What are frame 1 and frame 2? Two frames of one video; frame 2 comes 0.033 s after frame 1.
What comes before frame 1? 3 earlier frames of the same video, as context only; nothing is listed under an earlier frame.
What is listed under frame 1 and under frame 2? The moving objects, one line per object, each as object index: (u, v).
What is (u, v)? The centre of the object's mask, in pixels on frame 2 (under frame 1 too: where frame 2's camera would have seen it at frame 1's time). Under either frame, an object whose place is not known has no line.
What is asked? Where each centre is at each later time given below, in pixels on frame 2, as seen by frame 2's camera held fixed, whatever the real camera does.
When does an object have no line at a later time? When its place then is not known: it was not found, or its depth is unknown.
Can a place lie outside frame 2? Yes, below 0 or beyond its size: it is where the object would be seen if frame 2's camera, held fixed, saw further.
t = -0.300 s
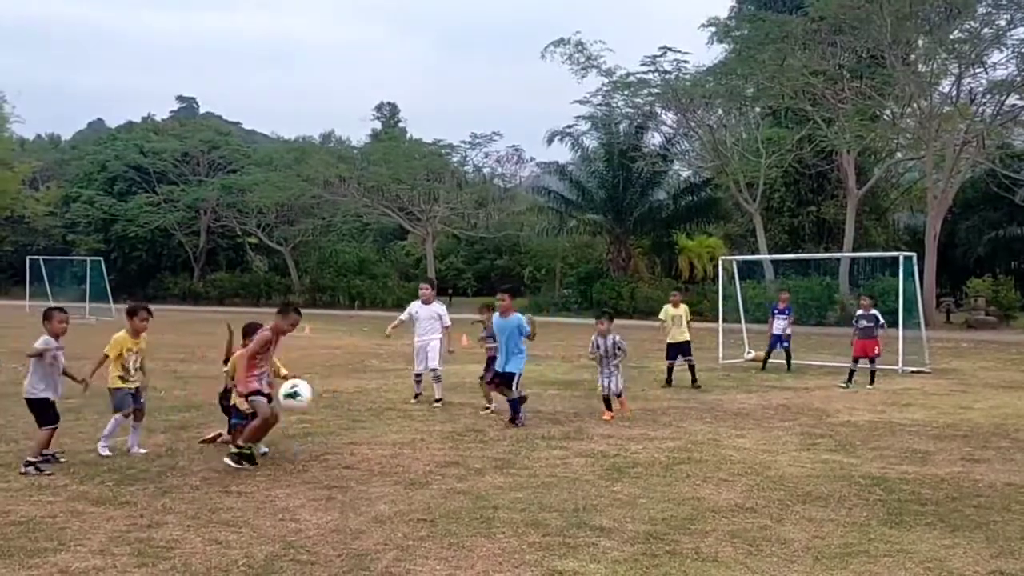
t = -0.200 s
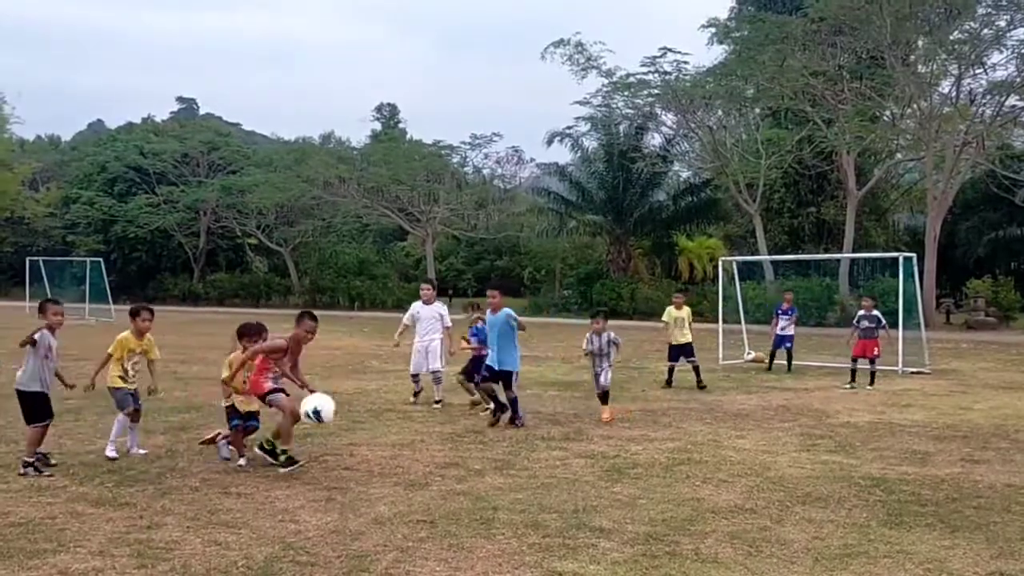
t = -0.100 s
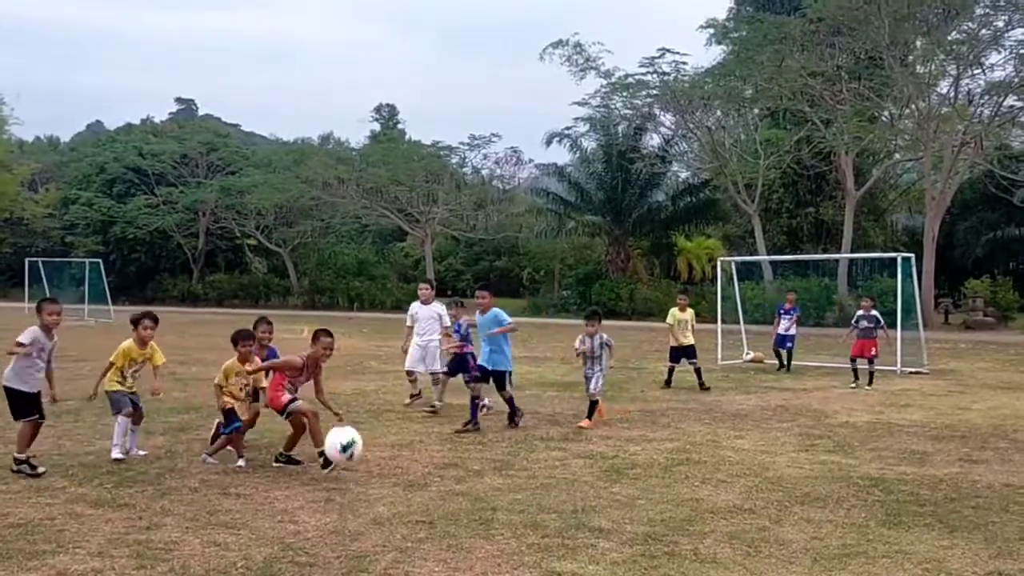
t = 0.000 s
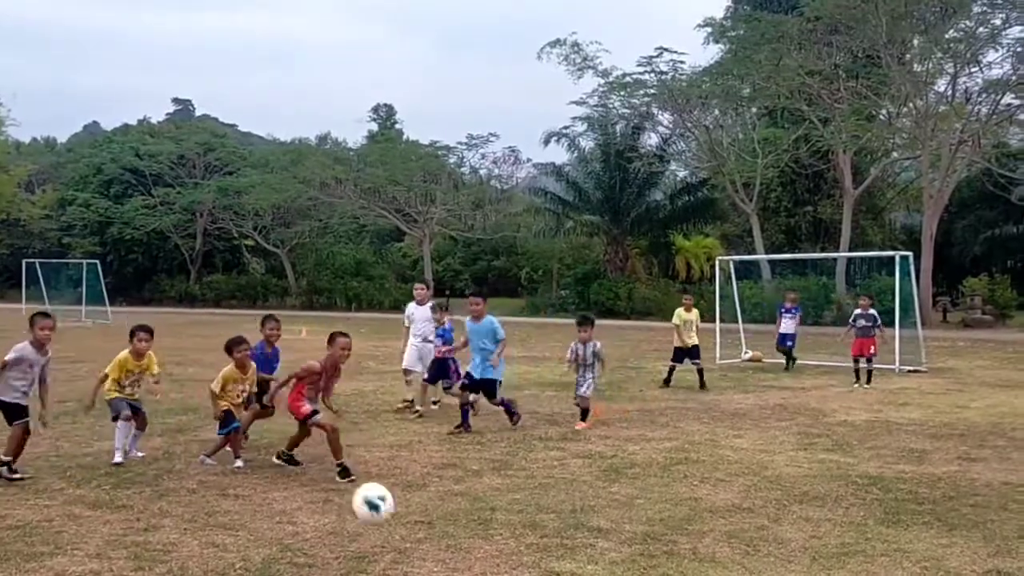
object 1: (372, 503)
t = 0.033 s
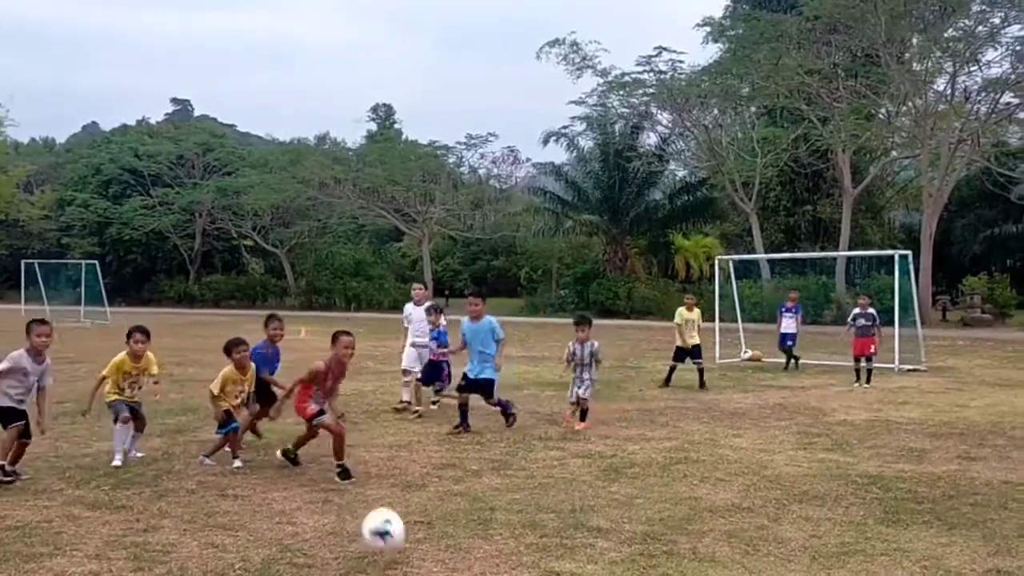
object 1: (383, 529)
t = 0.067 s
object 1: (392, 550)
